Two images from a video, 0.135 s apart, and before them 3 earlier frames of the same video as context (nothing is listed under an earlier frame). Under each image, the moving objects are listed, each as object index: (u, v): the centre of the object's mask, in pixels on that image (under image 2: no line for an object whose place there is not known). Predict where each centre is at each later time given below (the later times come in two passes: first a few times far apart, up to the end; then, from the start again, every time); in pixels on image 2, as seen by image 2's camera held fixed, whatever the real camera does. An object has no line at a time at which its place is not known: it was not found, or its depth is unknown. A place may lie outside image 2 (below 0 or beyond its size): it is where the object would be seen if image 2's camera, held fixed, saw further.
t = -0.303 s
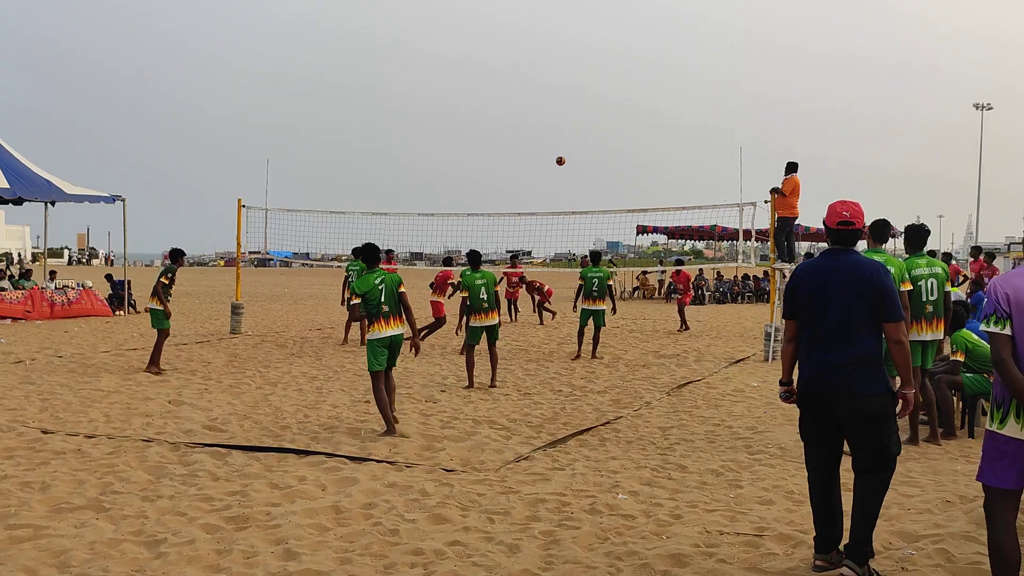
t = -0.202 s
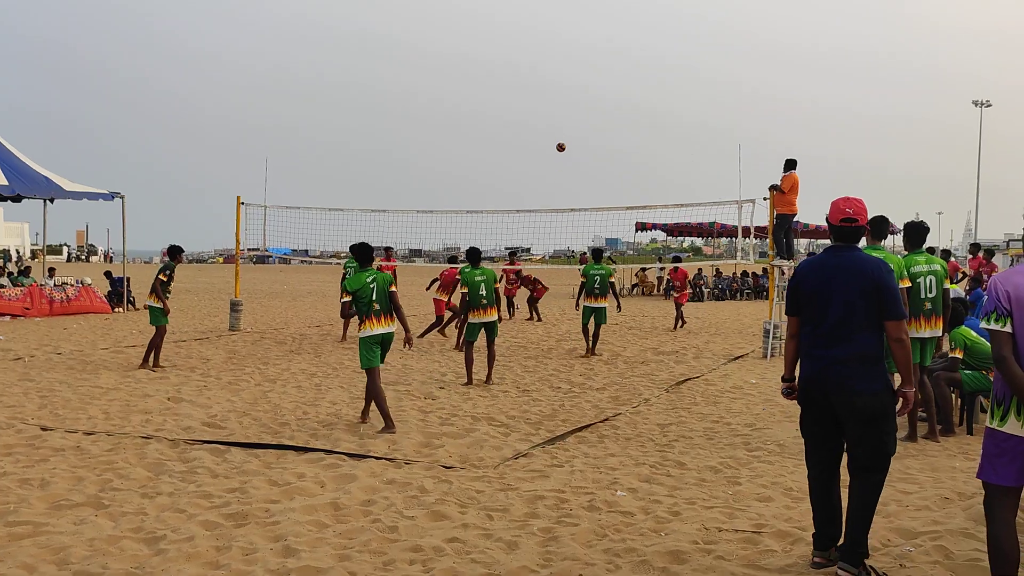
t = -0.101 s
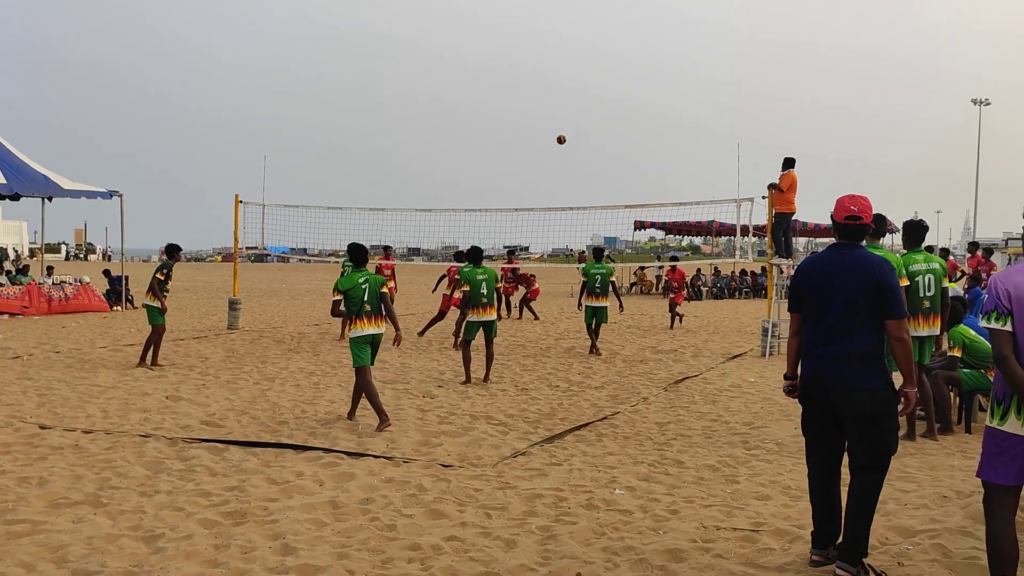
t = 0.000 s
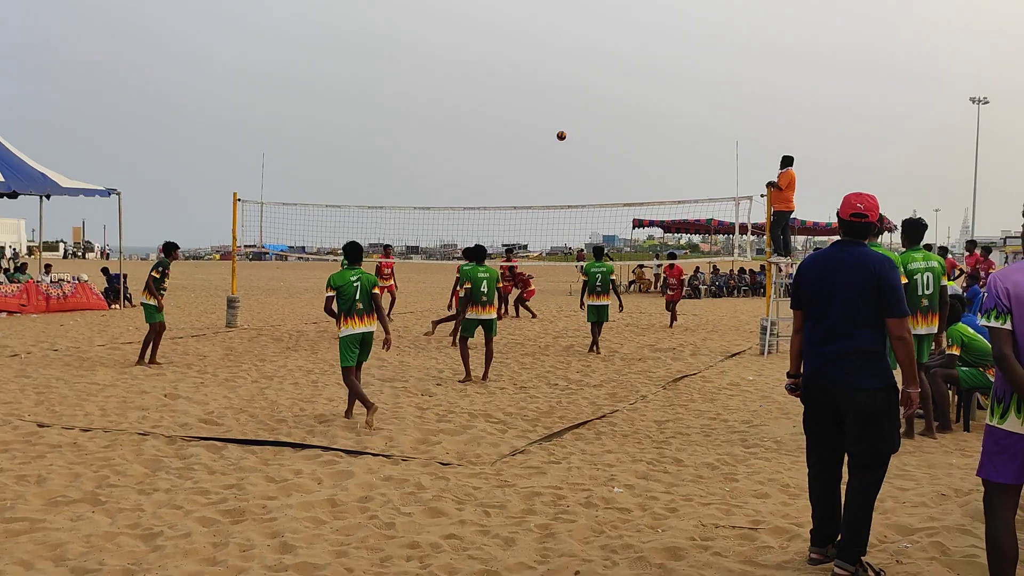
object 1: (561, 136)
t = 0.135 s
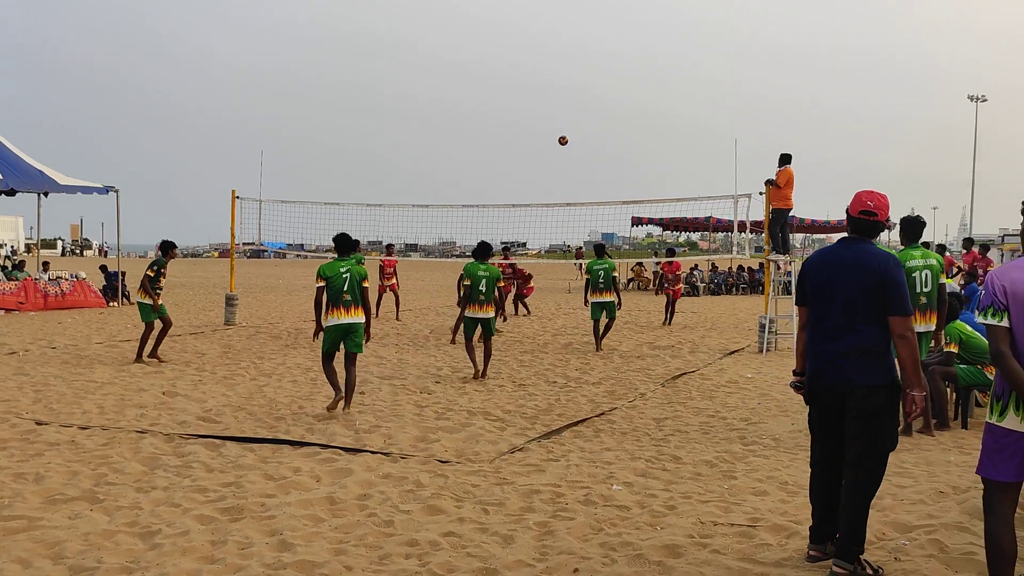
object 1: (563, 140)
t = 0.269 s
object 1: (565, 155)
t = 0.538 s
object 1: (569, 213)
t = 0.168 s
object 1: (563, 143)
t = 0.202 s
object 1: (564, 147)
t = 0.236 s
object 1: (565, 150)
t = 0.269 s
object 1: (565, 155)
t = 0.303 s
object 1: (566, 160)
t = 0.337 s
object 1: (566, 166)
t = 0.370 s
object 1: (566, 173)
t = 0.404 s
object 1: (567, 179)
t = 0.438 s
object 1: (567, 187)
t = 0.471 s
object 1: (568, 195)
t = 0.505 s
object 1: (568, 203)
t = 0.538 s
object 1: (569, 213)
